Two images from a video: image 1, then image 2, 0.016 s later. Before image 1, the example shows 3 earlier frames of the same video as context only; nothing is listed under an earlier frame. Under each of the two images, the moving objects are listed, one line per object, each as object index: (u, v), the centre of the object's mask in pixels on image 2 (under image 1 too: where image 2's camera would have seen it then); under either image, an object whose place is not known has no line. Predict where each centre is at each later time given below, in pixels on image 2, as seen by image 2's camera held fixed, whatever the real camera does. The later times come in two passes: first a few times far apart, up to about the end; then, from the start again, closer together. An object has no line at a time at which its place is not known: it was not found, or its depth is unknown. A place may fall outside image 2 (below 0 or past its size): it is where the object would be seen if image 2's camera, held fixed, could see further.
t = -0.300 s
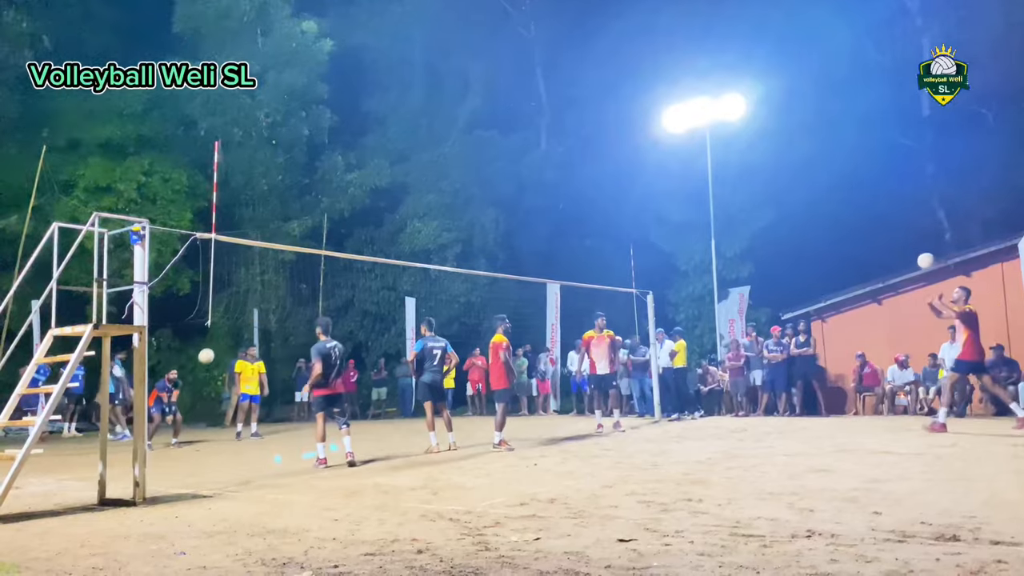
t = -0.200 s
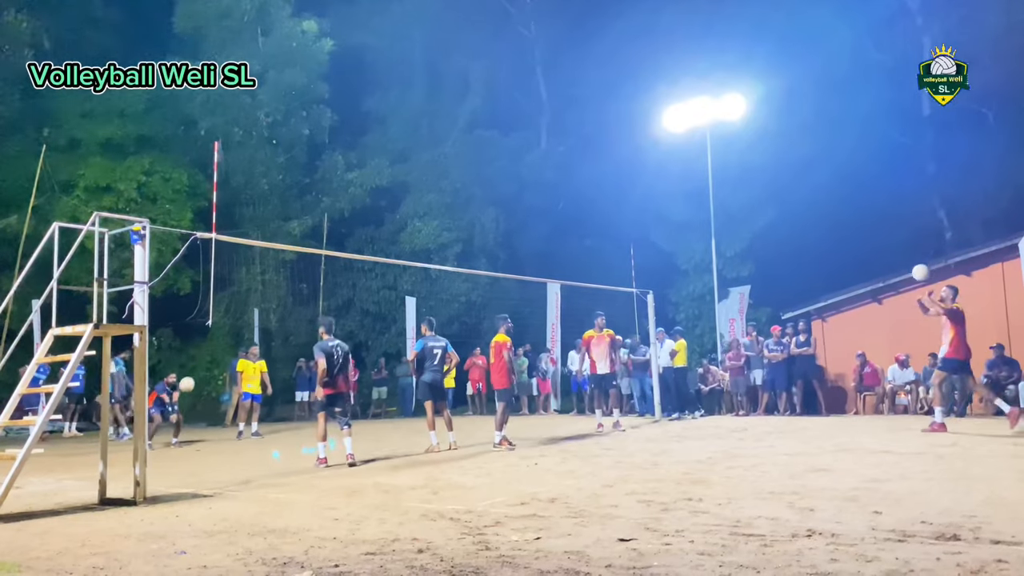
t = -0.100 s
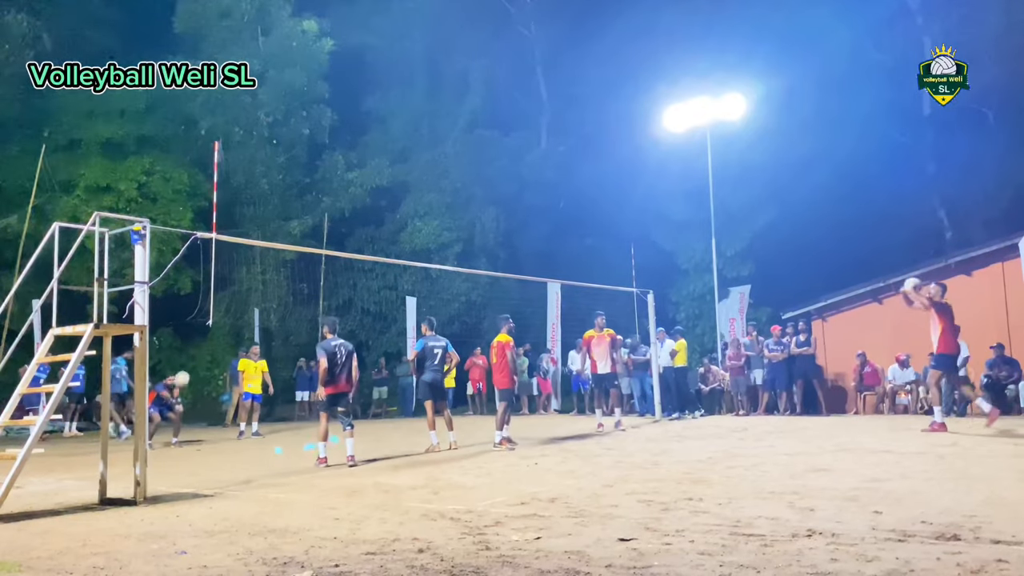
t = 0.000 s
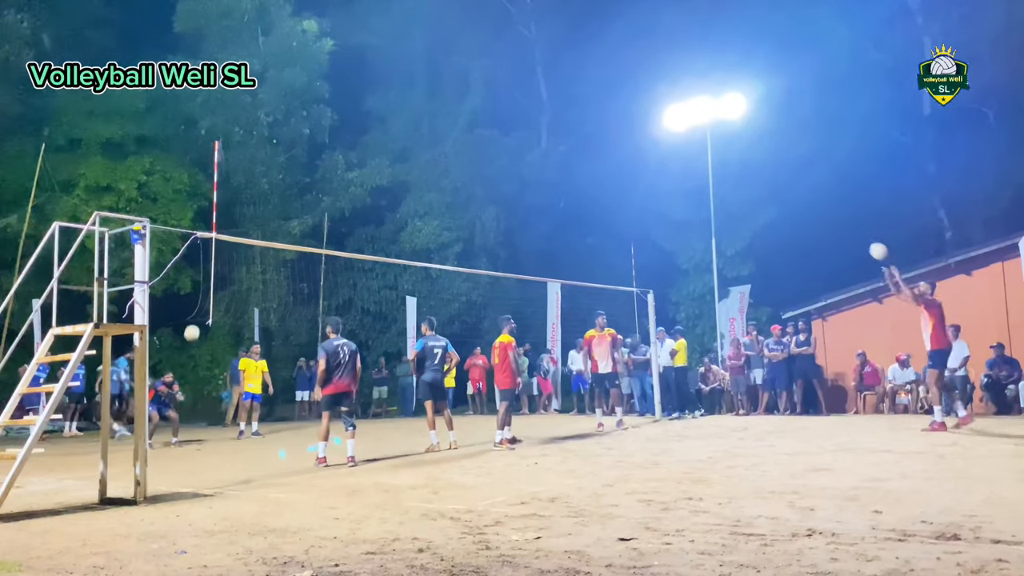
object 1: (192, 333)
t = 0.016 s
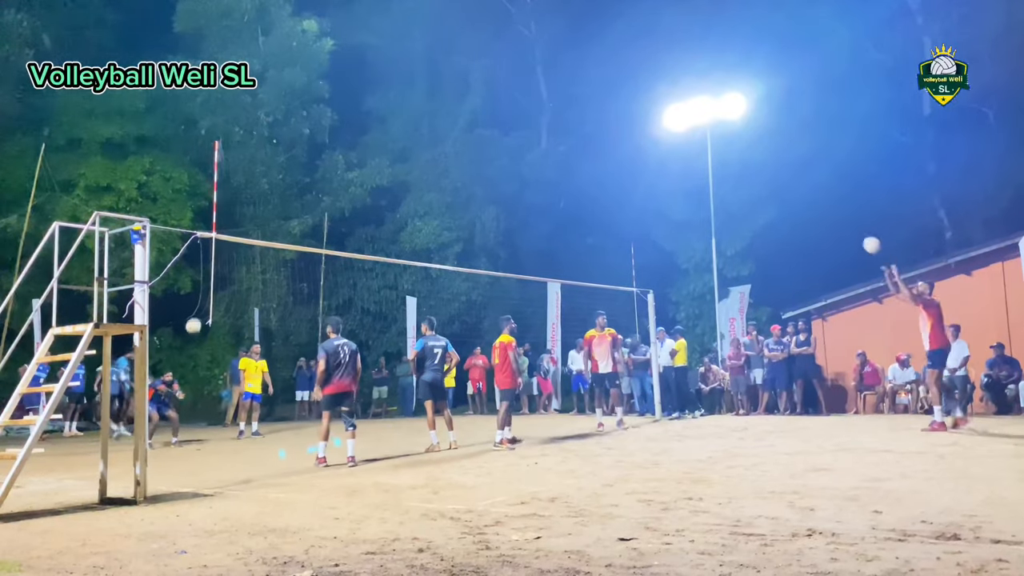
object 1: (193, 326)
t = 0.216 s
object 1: (214, 252)
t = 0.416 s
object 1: (235, 200)
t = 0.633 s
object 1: (259, 171)
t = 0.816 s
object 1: (281, 169)
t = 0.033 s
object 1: (195, 319)
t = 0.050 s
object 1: (197, 312)
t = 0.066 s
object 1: (198, 305)
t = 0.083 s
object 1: (200, 299)
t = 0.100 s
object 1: (202, 292)
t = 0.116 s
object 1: (203, 286)
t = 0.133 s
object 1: (204, 280)
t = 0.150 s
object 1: (207, 274)
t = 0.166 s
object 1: (209, 268)
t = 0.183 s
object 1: (210, 262)
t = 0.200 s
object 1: (212, 257)
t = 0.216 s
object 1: (214, 252)
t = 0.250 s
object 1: (217, 243)
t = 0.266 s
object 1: (220, 237)
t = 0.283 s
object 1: (221, 231)
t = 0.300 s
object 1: (223, 227)
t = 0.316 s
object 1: (224, 223)
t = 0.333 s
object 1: (226, 219)
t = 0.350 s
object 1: (228, 215)
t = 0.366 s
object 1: (230, 211)
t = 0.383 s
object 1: (231, 207)
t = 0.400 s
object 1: (233, 204)
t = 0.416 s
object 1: (235, 200)
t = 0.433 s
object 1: (237, 197)
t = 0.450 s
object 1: (239, 194)
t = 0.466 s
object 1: (241, 191)
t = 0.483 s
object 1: (242, 188)
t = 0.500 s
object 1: (244, 185)
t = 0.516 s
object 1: (246, 183)
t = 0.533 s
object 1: (248, 181)
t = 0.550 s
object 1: (250, 179)
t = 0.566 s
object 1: (252, 177)
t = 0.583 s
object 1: (253, 175)
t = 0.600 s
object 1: (255, 173)
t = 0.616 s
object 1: (257, 172)
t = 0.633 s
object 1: (259, 171)
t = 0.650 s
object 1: (261, 170)
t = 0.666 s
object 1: (263, 169)
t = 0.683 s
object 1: (265, 168)
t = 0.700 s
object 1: (267, 167)
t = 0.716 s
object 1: (269, 167)
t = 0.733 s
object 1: (271, 167)
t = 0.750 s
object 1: (273, 167)
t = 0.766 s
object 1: (275, 167)
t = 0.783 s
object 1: (277, 168)
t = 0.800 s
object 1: (279, 168)
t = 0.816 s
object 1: (281, 169)
